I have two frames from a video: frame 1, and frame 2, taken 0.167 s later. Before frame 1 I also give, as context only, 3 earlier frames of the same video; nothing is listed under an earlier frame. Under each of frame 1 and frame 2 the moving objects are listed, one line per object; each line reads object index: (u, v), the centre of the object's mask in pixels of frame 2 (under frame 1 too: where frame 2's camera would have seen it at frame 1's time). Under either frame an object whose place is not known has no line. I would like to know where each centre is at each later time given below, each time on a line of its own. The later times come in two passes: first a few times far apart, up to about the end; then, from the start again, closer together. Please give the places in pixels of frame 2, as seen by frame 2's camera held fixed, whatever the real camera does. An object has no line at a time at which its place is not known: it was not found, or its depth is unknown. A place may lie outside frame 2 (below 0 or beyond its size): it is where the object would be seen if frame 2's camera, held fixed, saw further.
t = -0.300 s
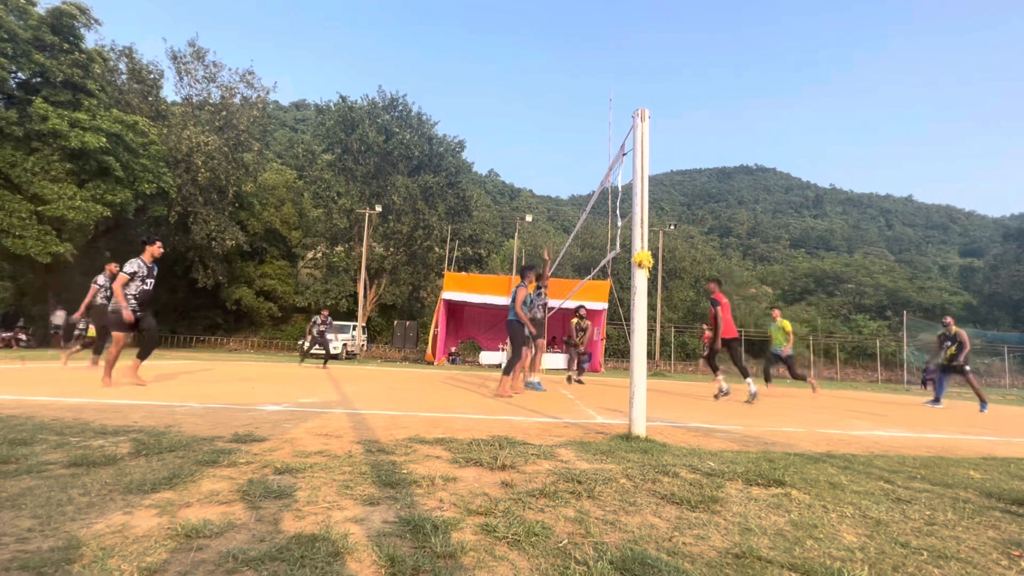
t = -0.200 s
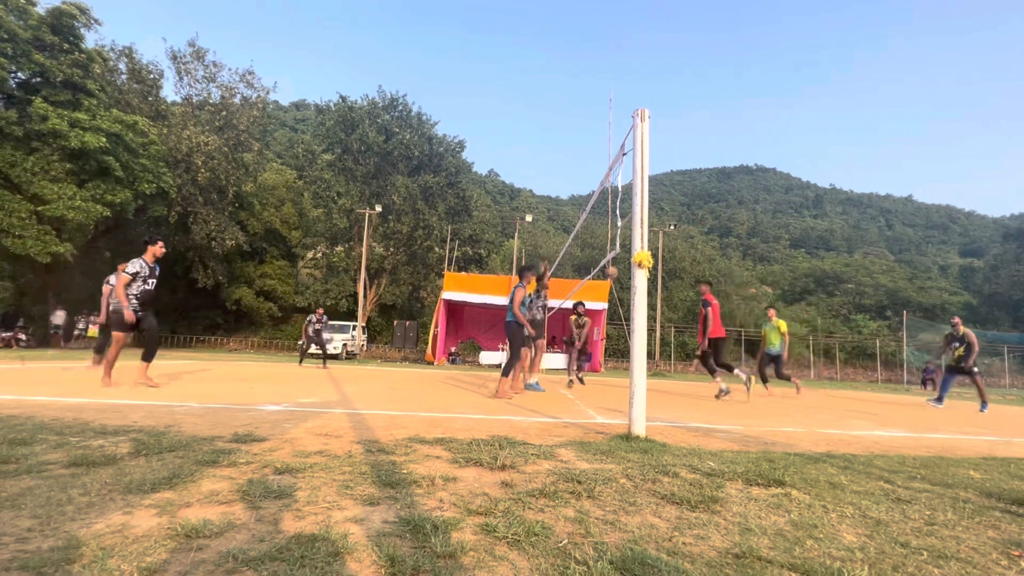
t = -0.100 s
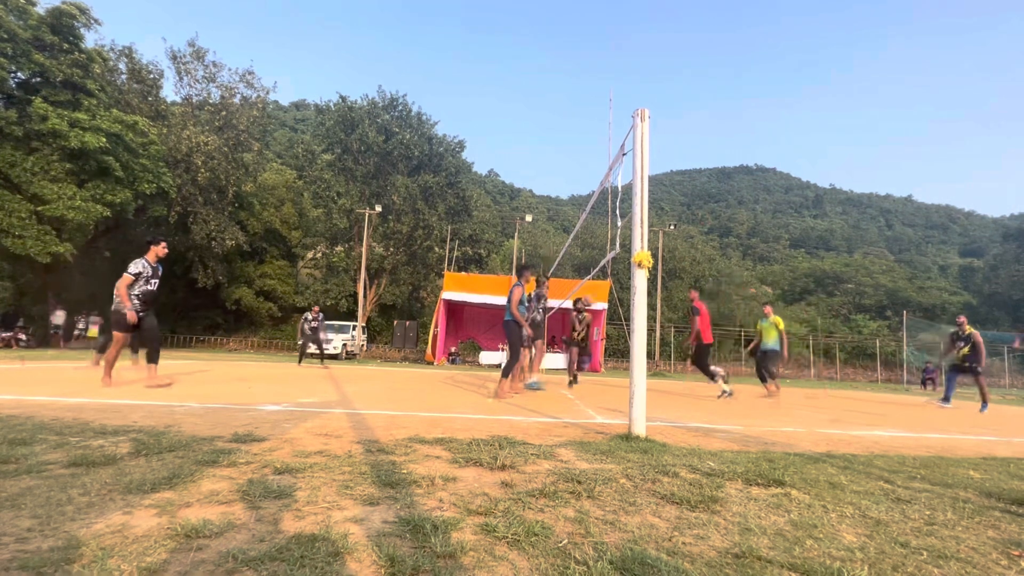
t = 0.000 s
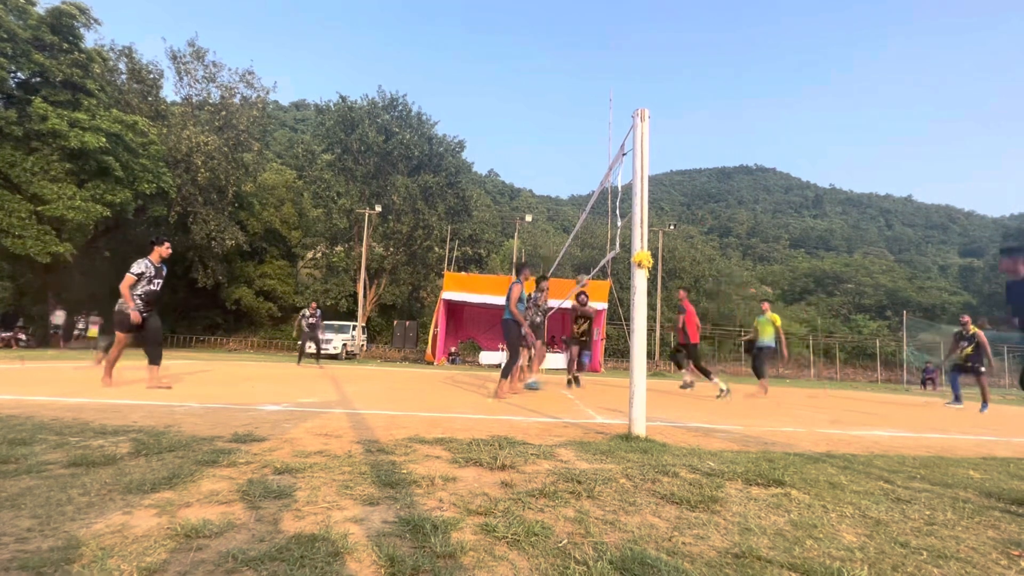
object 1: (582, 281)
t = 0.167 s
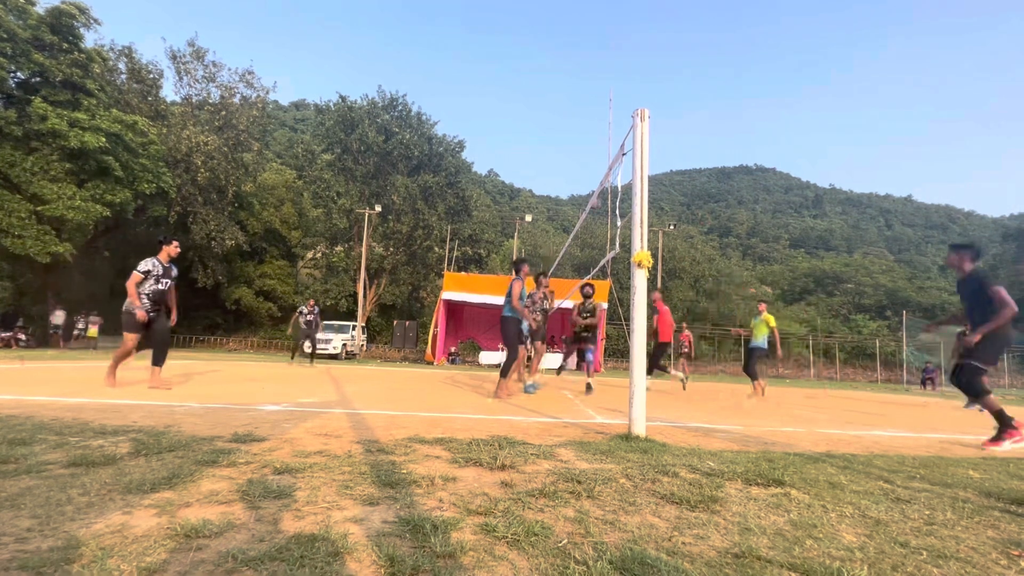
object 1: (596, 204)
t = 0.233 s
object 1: (598, 176)
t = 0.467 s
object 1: (617, 92)
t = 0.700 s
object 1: (637, 33)
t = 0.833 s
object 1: (650, 10)
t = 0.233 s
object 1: (598, 176)
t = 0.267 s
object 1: (601, 163)
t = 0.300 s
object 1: (604, 150)
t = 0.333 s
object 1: (606, 137)
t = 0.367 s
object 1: (609, 126)
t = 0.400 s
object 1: (612, 114)
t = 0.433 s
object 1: (615, 103)
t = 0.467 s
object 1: (617, 92)
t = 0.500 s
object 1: (620, 82)
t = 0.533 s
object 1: (623, 71)
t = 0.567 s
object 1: (625, 63)
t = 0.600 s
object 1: (628, 55)
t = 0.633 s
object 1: (630, 46)
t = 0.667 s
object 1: (634, 38)
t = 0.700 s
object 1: (637, 33)
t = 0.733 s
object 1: (640, 25)
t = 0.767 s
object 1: (644, 18)
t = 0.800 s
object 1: (646, 14)
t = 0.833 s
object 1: (650, 10)
